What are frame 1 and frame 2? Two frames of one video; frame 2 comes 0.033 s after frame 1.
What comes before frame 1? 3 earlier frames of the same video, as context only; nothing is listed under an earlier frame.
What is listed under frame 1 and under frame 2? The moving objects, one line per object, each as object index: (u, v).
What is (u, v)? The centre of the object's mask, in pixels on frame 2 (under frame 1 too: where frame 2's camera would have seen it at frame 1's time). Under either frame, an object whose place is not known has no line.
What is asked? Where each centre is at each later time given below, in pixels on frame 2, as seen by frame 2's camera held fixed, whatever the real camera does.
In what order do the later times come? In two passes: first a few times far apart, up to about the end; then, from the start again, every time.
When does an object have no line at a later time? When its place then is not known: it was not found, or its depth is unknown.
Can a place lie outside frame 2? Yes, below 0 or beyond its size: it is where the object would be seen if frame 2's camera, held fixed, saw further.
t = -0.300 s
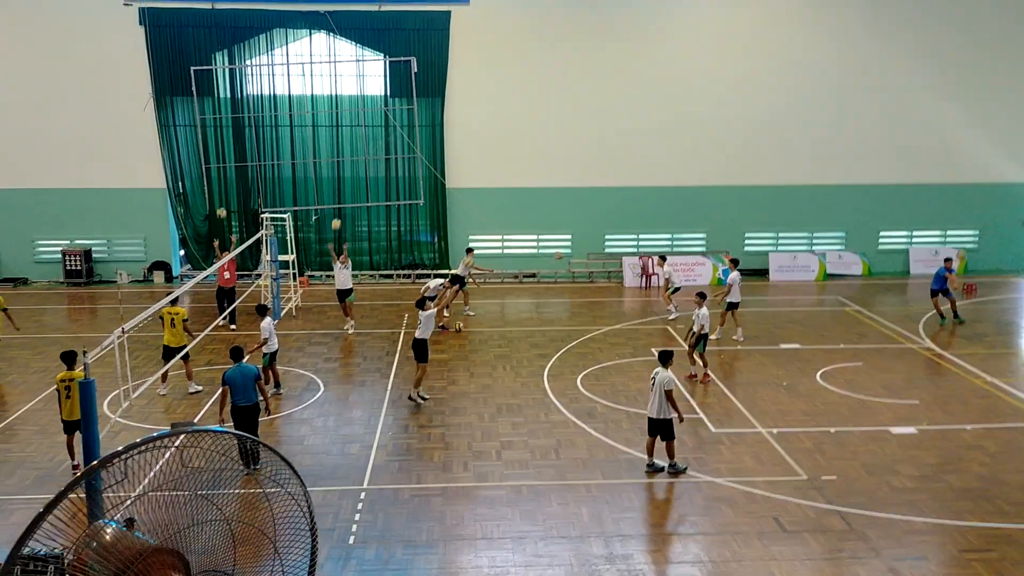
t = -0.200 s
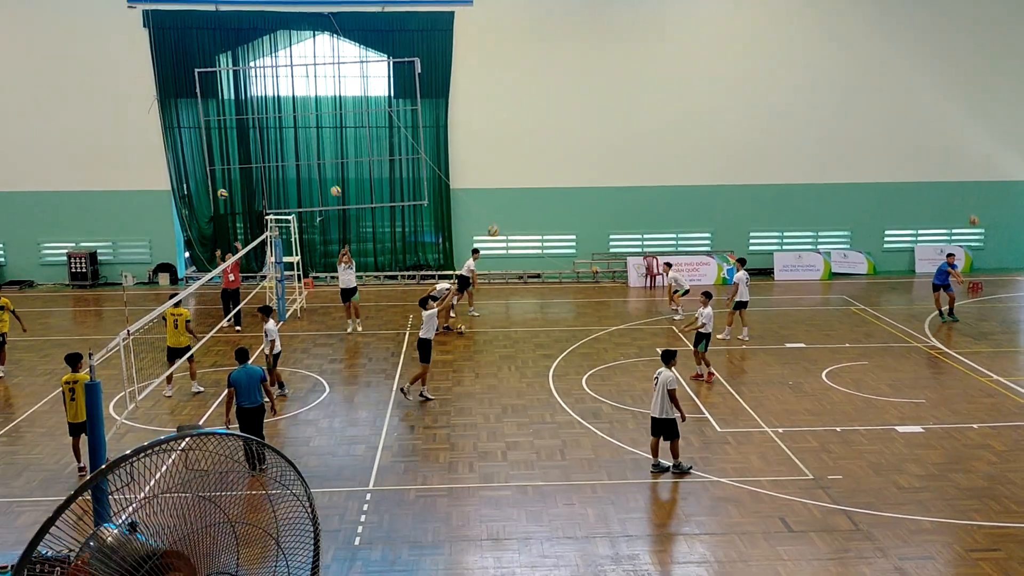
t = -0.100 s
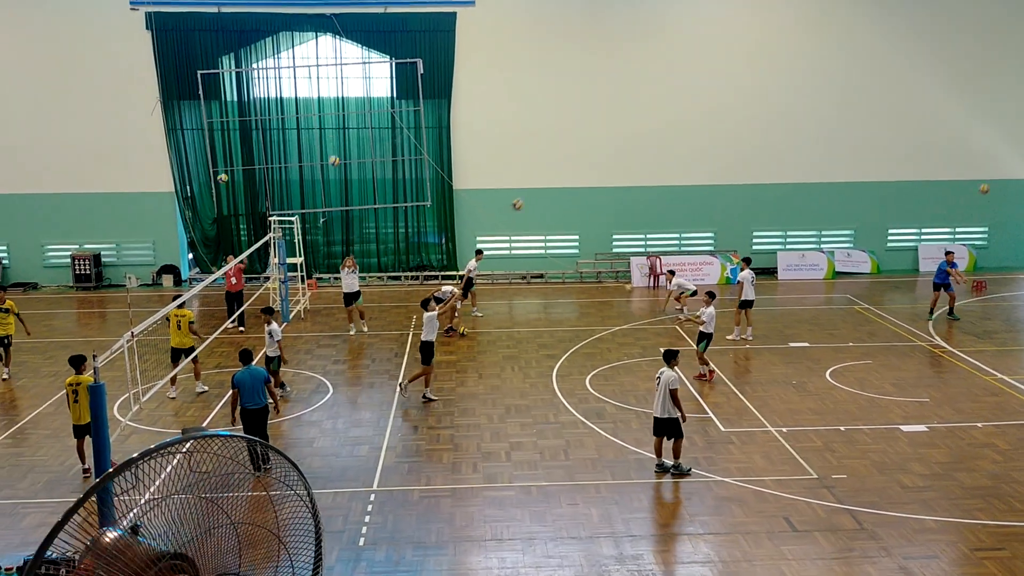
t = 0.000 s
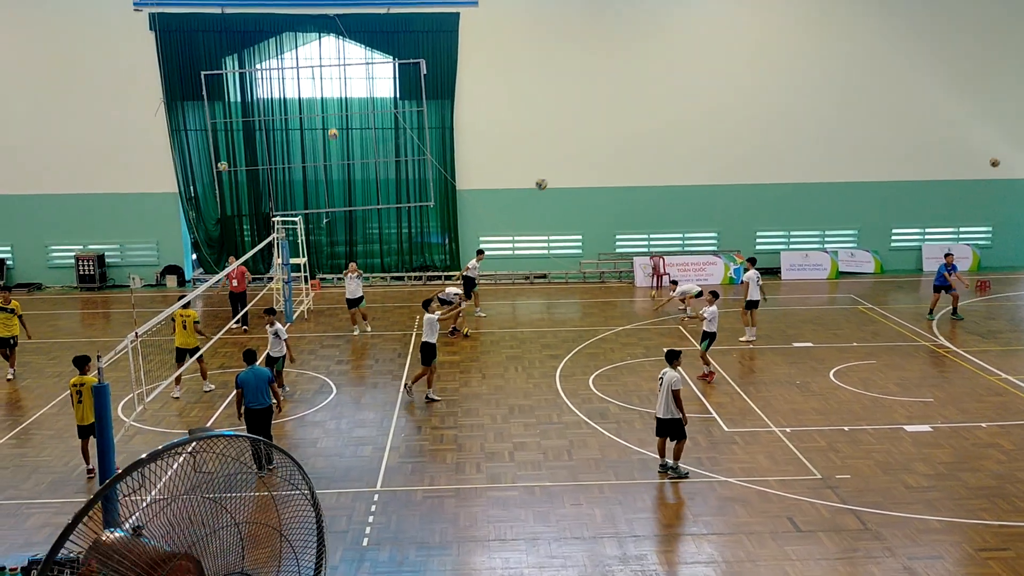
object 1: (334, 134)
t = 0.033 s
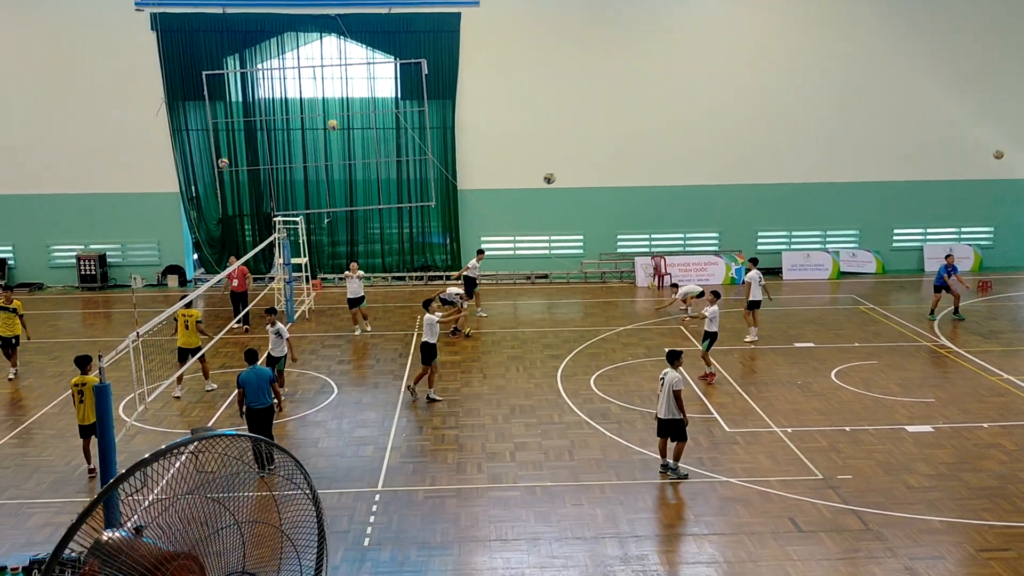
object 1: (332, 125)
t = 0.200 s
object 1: (326, 90)
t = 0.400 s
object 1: (318, 65)
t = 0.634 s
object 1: (310, 63)
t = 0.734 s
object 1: (307, 73)
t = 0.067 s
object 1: (331, 117)
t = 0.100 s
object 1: (330, 110)
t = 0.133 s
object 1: (329, 103)
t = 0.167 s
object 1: (327, 97)
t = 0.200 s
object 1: (326, 90)
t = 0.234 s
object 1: (325, 85)
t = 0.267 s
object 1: (323, 79)
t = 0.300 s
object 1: (322, 75)
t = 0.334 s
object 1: (321, 71)
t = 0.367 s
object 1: (320, 67)
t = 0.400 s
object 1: (318, 65)
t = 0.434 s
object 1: (317, 63)
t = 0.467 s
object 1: (316, 61)
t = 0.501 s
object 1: (315, 60)
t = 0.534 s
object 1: (314, 60)
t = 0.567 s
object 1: (312, 61)
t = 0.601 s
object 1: (311, 62)
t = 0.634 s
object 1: (310, 63)
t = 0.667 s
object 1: (309, 66)
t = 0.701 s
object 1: (308, 69)
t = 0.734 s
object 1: (307, 73)
